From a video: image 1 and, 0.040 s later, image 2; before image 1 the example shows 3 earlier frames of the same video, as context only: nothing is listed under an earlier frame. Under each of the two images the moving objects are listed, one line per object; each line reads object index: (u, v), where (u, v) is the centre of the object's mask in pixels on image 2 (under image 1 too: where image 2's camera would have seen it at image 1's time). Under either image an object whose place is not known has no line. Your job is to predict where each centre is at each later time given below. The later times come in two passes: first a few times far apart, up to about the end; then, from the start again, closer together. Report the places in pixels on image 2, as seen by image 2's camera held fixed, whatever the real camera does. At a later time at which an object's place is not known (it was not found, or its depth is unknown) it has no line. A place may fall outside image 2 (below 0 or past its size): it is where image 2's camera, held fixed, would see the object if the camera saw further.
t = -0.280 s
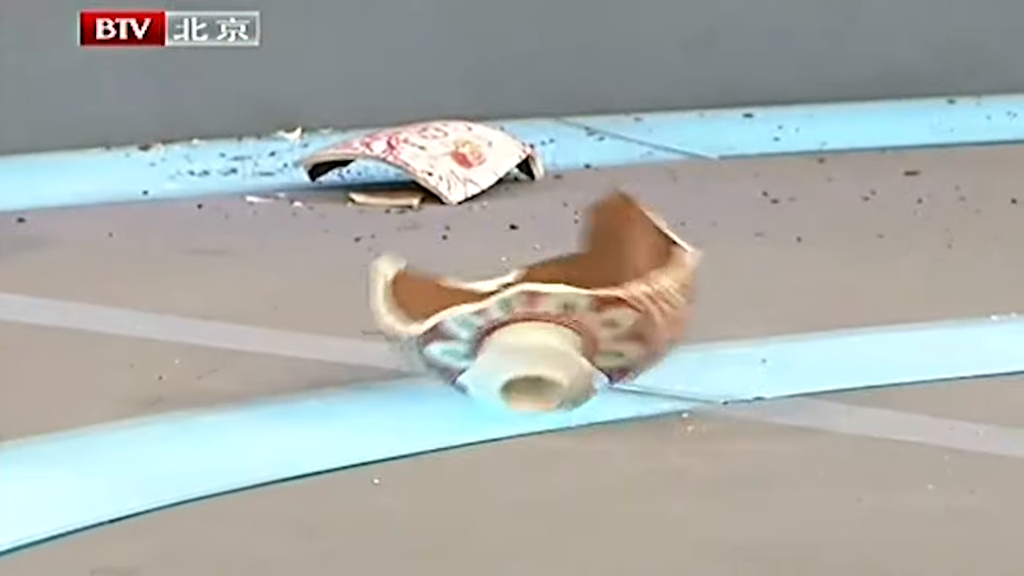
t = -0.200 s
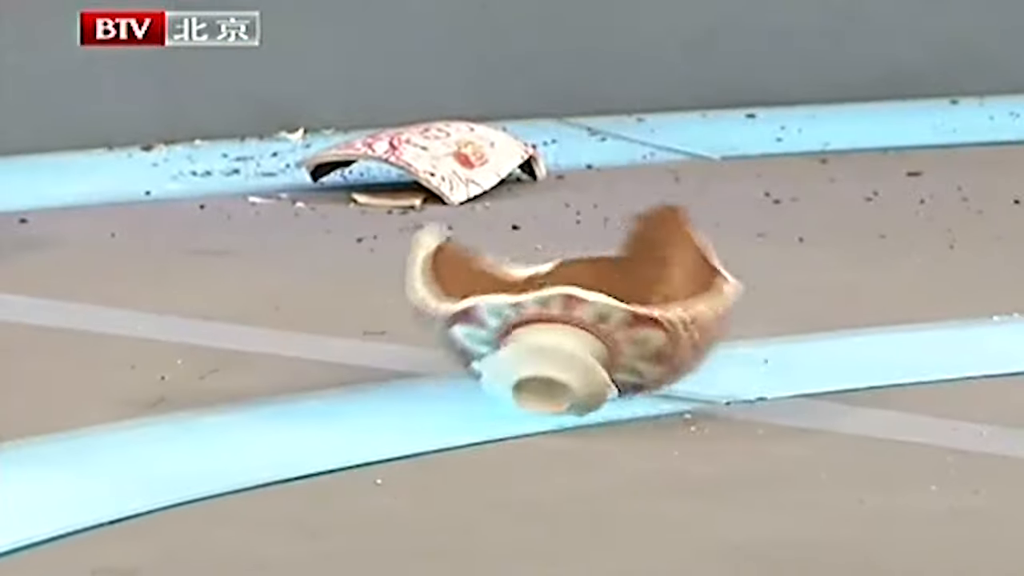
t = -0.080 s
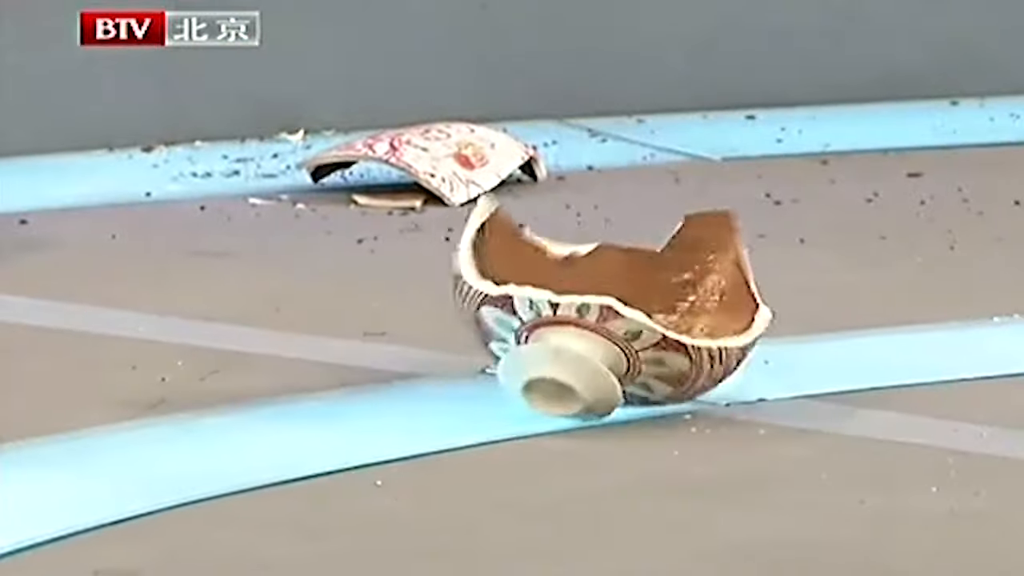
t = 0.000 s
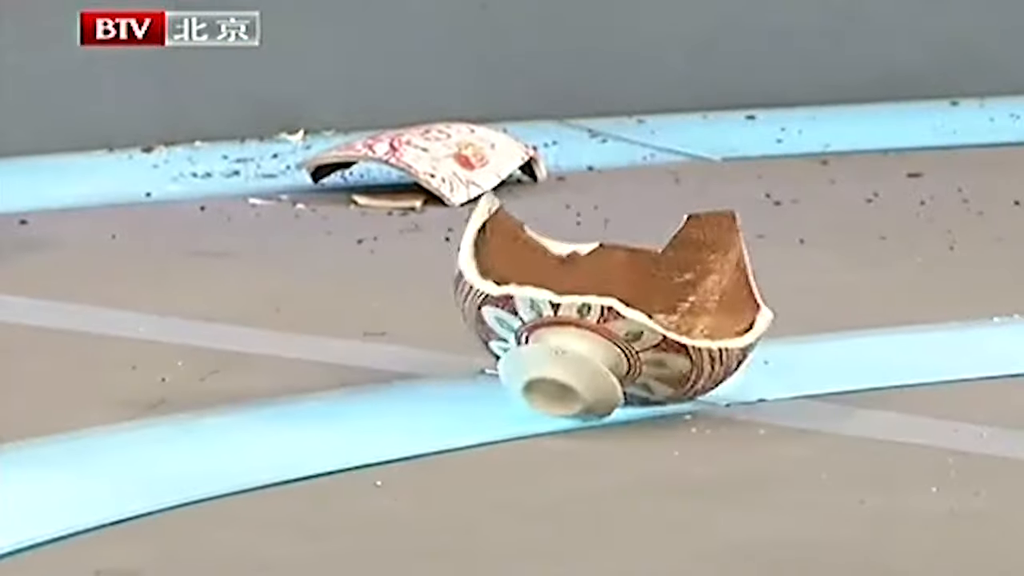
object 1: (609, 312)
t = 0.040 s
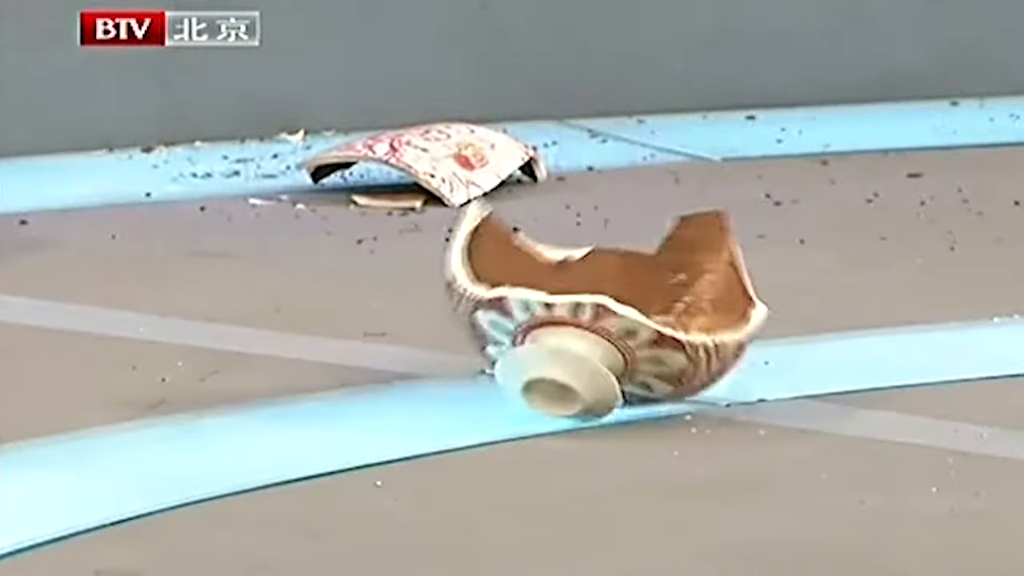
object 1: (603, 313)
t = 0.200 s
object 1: (555, 316)
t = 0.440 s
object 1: (548, 316)
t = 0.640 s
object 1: (605, 313)
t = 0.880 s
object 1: (570, 316)
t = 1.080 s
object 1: (538, 314)
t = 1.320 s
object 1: (596, 314)
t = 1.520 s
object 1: (593, 315)
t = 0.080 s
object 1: (593, 314)
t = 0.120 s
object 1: (581, 315)
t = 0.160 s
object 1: (569, 316)
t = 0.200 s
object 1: (555, 316)
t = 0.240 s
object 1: (544, 315)
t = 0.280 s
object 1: (537, 314)
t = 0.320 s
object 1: (535, 314)
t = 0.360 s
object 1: (536, 314)
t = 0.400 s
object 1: (541, 315)
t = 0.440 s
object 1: (548, 316)
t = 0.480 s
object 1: (561, 317)
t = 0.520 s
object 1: (576, 316)
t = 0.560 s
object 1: (588, 314)
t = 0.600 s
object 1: (598, 314)
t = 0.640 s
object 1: (605, 313)
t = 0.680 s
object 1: (609, 312)
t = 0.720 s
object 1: (607, 313)
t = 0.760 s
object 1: (603, 313)
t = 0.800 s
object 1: (595, 314)
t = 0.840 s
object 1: (581, 315)
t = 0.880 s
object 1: (570, 316)
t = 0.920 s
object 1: (557, 316)
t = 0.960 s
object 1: (546, 315)
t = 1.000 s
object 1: (540, 315)
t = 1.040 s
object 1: (537, 314)
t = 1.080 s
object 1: (538, 314)
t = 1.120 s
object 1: (543, 315)
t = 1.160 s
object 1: (549, 316)
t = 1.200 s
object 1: (561, 316)
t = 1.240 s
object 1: (574, 315)
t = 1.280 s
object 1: (587, 314)
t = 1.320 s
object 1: (596, 314)
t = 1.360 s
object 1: (603, 313)
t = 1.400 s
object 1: (607, 313)
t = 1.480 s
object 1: (601, 314)
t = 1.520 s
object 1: (593, 315)
